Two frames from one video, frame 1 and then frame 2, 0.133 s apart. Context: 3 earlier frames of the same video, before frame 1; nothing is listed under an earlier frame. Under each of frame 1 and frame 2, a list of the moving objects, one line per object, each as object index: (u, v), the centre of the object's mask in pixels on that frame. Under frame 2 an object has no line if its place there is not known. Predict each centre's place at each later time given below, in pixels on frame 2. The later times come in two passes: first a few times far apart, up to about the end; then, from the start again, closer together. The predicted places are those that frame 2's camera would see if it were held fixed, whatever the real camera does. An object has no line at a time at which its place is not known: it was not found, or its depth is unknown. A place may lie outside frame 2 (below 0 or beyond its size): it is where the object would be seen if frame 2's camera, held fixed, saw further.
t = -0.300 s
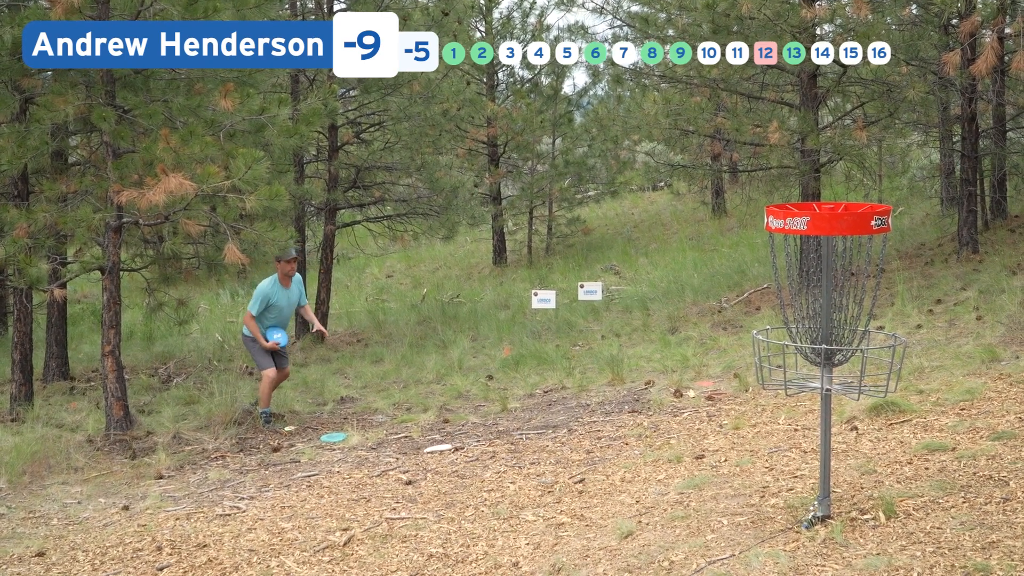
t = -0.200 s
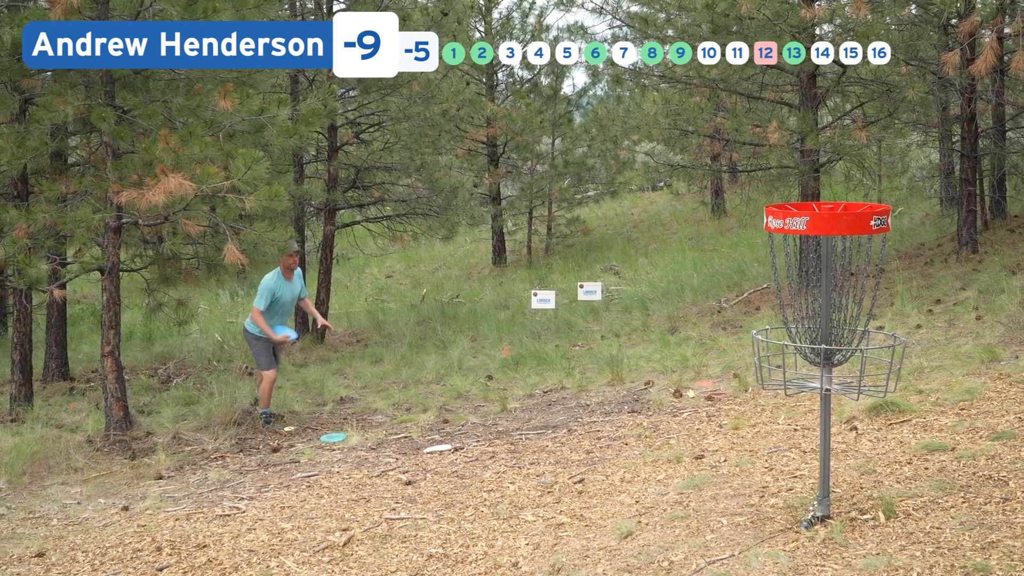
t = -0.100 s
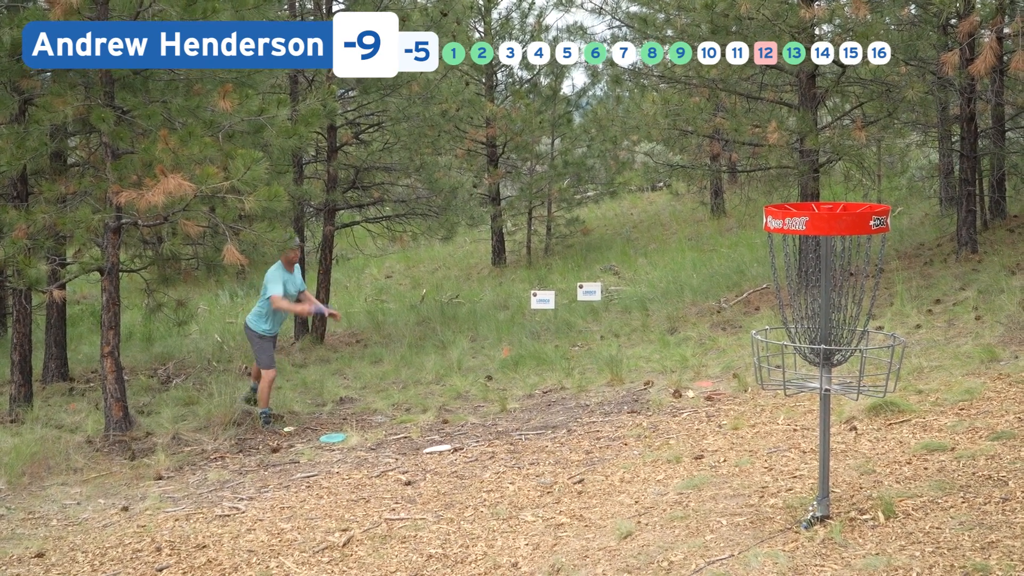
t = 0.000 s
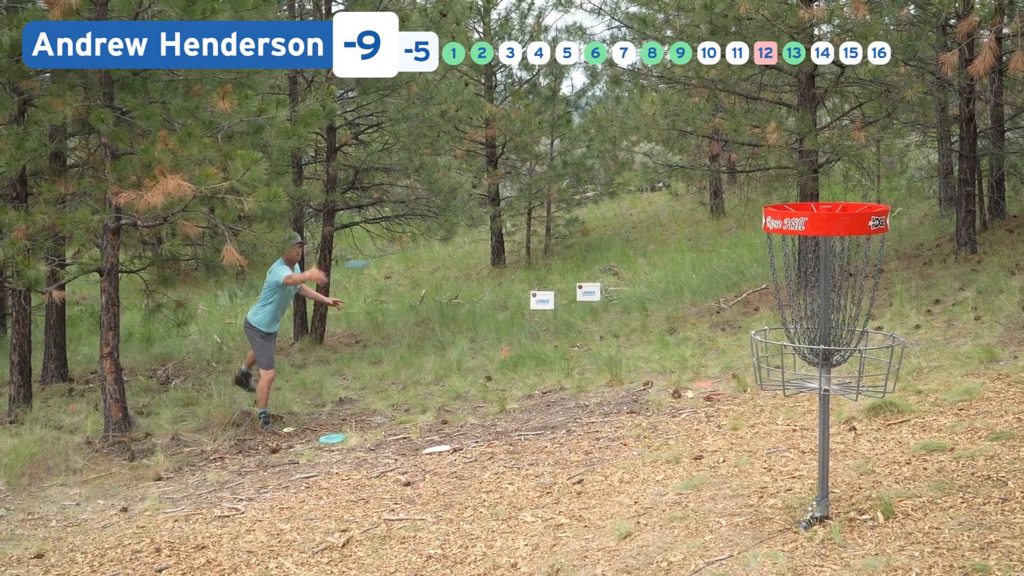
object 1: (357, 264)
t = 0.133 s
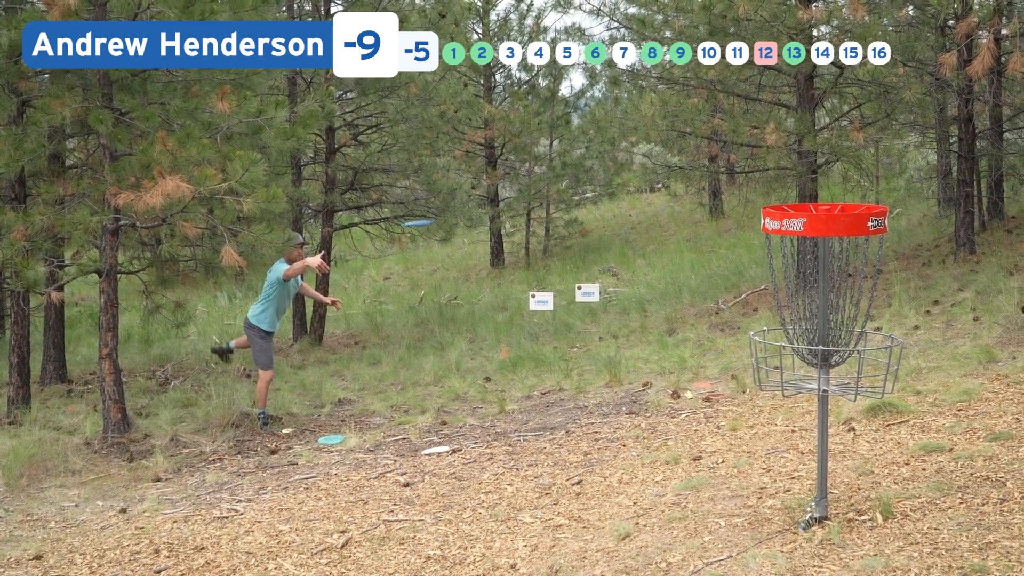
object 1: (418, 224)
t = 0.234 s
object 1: (472, 207)
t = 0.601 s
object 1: (767, 261)
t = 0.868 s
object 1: (825, 304)
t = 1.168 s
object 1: (834, 362)
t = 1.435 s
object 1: (834, 380)
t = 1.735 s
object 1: (832, 389)
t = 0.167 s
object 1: (435, 217)
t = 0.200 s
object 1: (453, 211)
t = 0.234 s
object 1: (472, 207)
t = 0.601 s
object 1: (767, 261)
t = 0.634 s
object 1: (787, 269)
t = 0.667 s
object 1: (805, 273)
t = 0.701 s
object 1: (819, 277)
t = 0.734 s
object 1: (821, 278)
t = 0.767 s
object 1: (824, 284)
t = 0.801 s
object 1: (824, 290)
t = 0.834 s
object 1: (825, 296)
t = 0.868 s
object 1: (825, 304)
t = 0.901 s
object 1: (826, 314)
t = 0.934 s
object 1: (828, 324)
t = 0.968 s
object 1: (828, 336)
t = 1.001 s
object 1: (828, 348)
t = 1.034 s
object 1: (828, 359)
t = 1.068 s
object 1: (828, 368)
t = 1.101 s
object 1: (830, 363)
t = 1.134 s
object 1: (832, 361)
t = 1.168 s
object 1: (834, 362)
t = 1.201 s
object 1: (835, 363)
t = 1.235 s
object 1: (837, 368)
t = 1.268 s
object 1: (837, 372)
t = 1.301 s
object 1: (836, 372)
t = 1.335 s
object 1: (836, 373)
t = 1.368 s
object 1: (836, 374)
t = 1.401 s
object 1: (834, 377)
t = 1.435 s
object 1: (834, 380)
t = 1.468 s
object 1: (833, 386)
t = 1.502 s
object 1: (832, 389)
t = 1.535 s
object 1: (833, 389)
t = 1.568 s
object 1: (834, 388)
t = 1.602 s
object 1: (832, 389)
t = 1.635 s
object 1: (832, 389)
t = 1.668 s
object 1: (832, 389)
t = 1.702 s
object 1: (832, 389)
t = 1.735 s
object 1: (832, 389)
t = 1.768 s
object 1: (832, 389)
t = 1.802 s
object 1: (832, 389)
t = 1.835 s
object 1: (832, 389)
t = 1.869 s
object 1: (833, 389)
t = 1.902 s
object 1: (832, 390)
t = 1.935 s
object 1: (832, 390)
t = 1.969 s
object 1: (832, 390)
